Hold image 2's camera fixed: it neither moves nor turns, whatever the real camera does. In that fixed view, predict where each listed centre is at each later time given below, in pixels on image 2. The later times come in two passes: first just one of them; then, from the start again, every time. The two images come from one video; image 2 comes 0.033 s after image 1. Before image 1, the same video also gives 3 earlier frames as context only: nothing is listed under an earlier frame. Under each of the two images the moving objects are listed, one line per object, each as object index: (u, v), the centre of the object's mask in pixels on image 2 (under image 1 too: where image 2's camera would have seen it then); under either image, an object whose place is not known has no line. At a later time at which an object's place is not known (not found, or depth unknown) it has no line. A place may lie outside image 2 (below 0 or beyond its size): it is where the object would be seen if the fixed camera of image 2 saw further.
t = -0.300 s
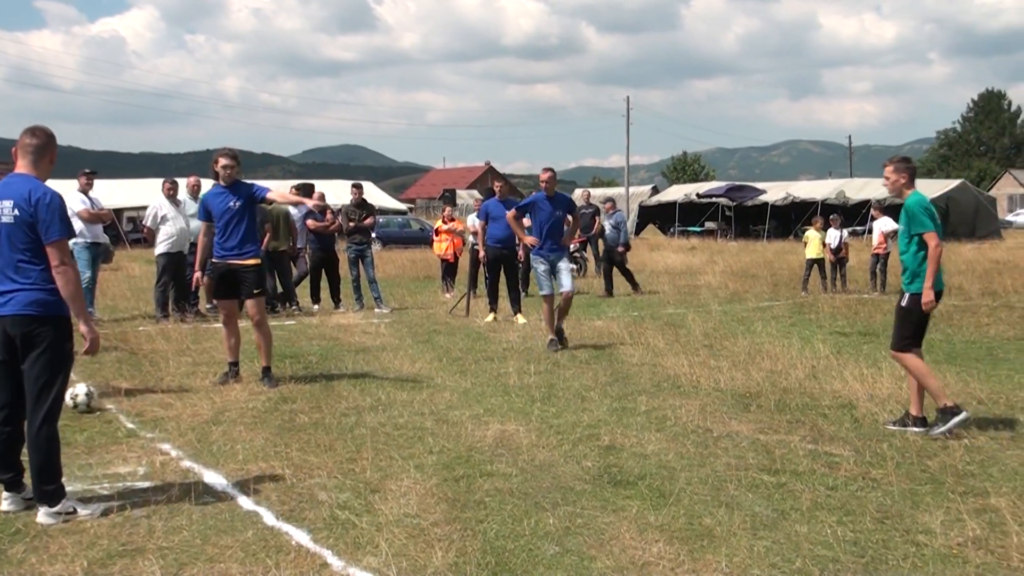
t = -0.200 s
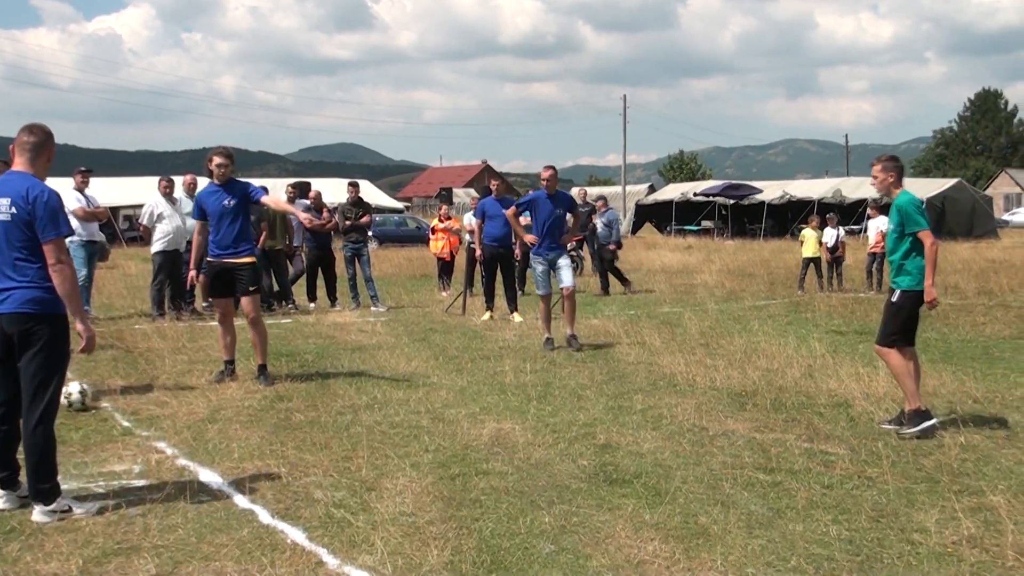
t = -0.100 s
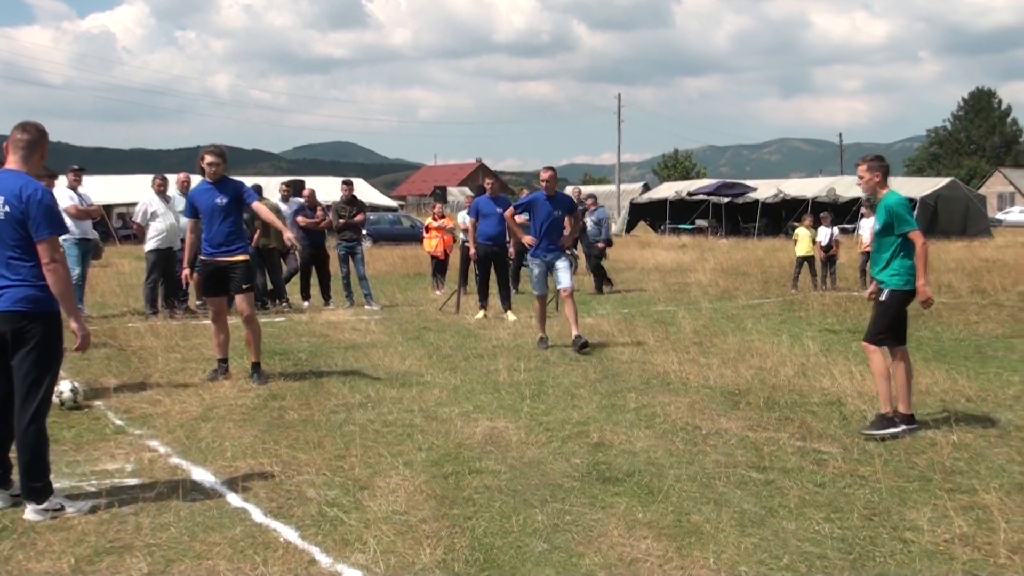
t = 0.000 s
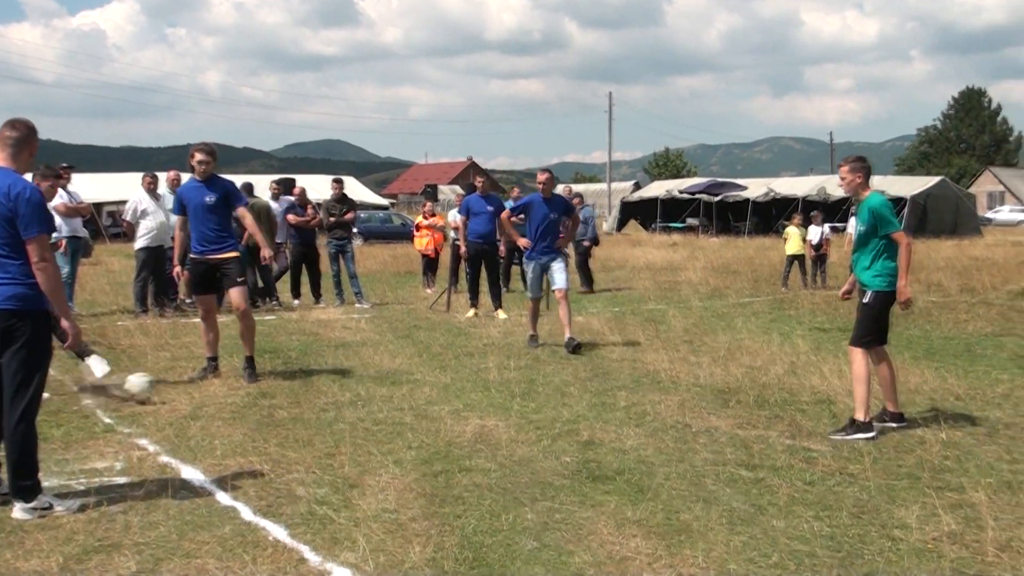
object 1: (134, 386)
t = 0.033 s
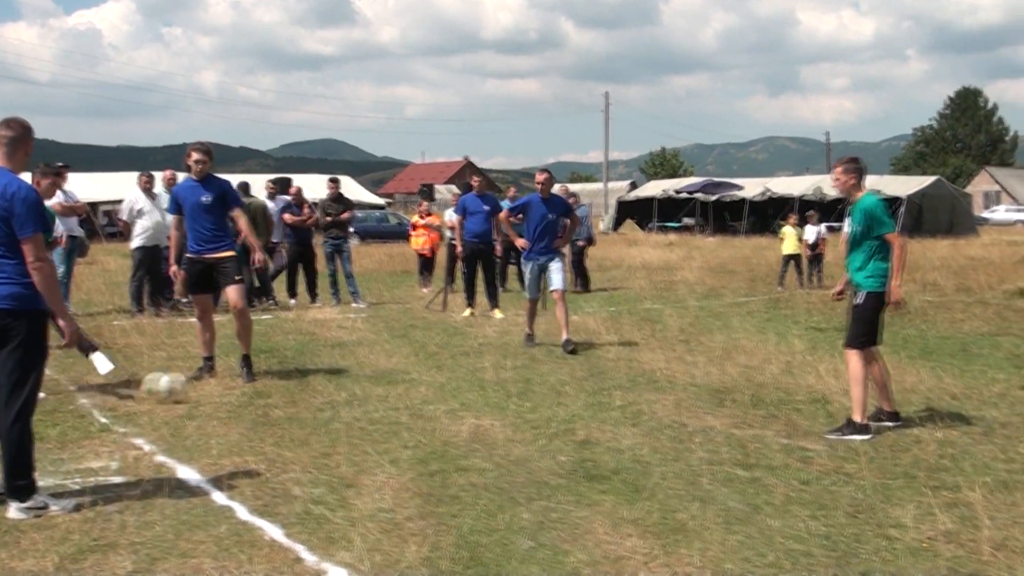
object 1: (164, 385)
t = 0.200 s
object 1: (316, 387)
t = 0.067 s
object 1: (197, 387)
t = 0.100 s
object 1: (232, 388)
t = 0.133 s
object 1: (256, 384)
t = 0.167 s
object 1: (284, 387)
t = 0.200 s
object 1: (316, 387)
